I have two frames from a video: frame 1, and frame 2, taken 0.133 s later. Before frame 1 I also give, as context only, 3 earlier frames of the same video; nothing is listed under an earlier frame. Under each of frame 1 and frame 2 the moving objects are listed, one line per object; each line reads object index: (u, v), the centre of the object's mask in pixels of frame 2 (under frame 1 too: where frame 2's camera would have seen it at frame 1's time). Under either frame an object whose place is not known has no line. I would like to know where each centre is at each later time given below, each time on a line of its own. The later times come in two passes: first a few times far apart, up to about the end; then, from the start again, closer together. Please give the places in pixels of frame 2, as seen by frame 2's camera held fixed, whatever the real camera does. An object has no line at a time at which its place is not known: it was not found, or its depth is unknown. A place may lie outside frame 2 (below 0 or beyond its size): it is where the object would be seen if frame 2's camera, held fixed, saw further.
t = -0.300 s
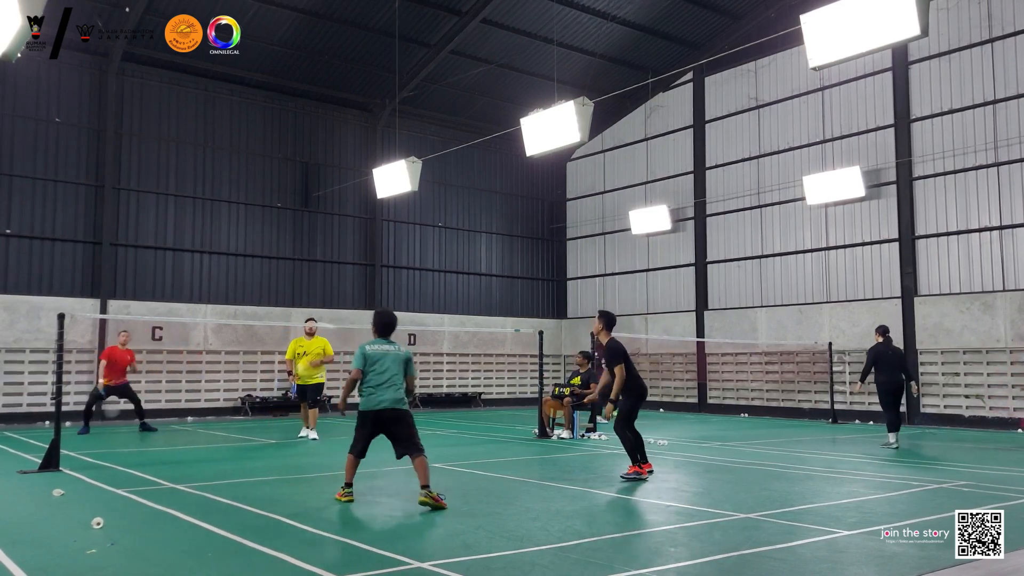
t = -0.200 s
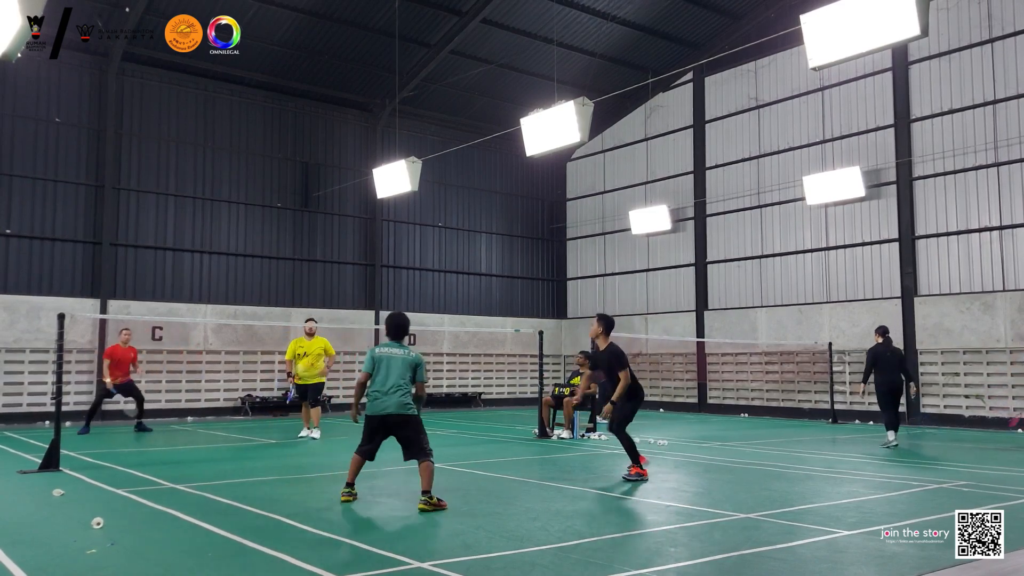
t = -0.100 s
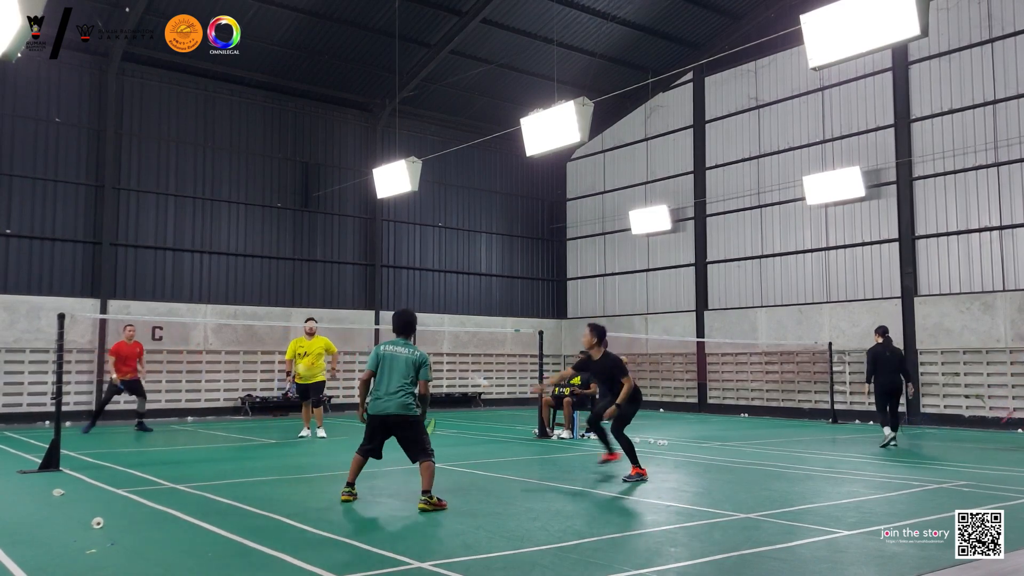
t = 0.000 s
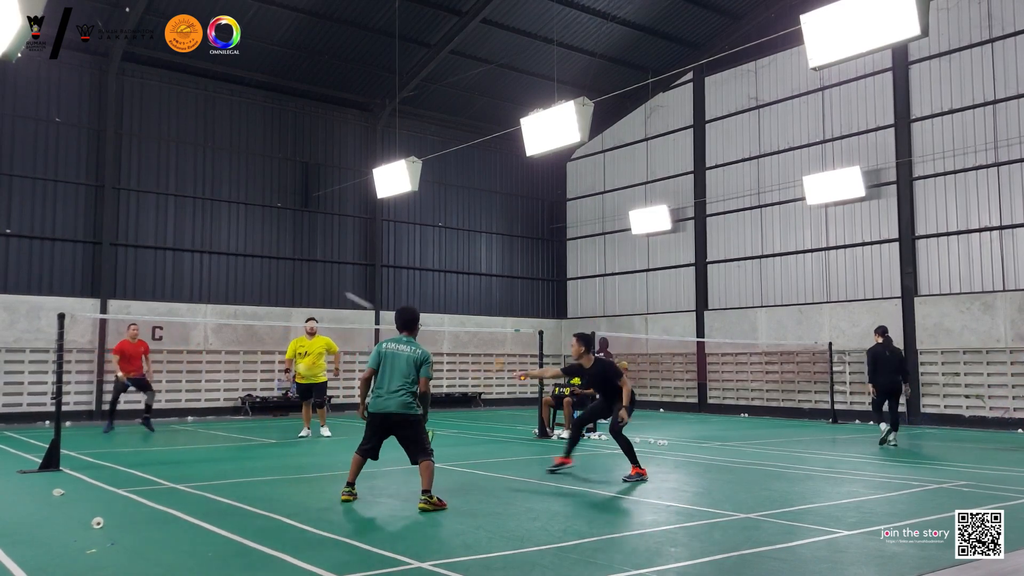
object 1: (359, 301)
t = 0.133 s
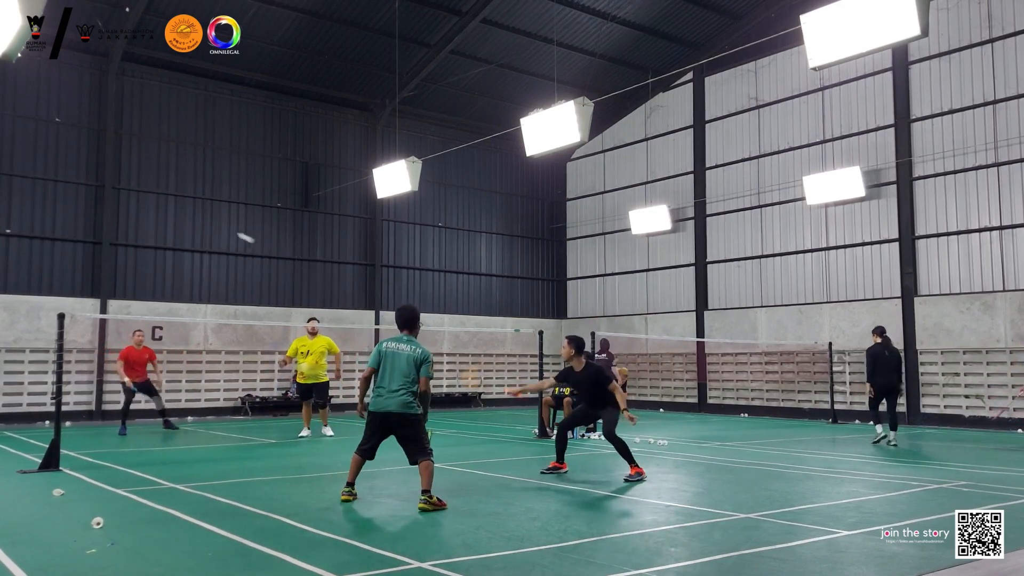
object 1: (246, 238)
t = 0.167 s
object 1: (226, 229)
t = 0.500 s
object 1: (105, 209)
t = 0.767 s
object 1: (50, 245)
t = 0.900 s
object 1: (29, 274)
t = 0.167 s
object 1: (226, 229)
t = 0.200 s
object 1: (208, 222)
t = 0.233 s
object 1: (193, 216)
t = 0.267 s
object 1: (179, 212)
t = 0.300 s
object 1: (166, 209)
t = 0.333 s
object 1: (154, 207)
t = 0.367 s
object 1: (143, 206)
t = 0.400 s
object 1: (132, 206)
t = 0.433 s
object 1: (122, 206)
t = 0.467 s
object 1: (113, 207)
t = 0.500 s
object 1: (105, 209)
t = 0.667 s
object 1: (68, 227)
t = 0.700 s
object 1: (62, 233)
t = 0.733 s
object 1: (56, 238)
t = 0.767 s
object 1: (50, 245)
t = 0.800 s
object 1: (45, 251)
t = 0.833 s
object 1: (39, 259)
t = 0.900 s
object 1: (29, 274)
